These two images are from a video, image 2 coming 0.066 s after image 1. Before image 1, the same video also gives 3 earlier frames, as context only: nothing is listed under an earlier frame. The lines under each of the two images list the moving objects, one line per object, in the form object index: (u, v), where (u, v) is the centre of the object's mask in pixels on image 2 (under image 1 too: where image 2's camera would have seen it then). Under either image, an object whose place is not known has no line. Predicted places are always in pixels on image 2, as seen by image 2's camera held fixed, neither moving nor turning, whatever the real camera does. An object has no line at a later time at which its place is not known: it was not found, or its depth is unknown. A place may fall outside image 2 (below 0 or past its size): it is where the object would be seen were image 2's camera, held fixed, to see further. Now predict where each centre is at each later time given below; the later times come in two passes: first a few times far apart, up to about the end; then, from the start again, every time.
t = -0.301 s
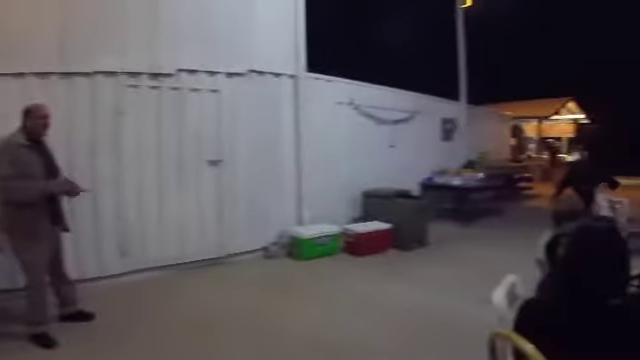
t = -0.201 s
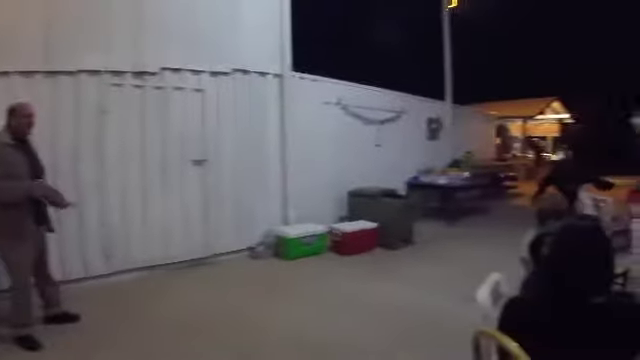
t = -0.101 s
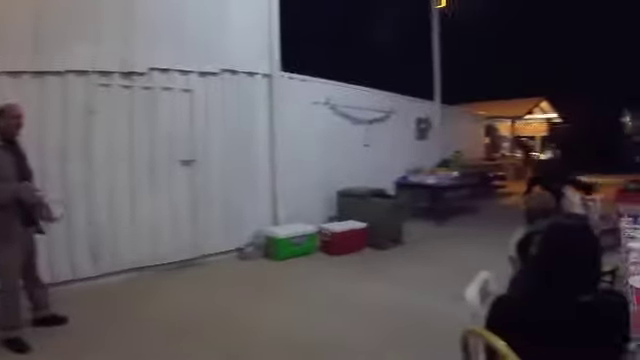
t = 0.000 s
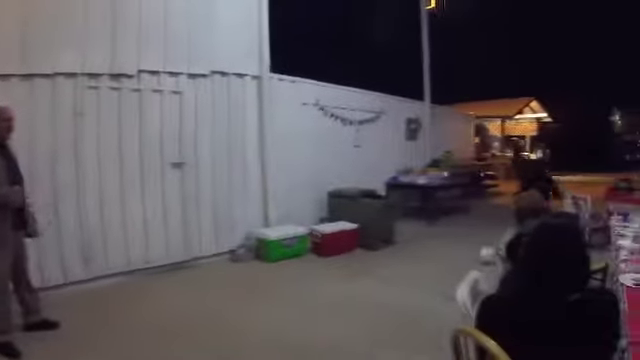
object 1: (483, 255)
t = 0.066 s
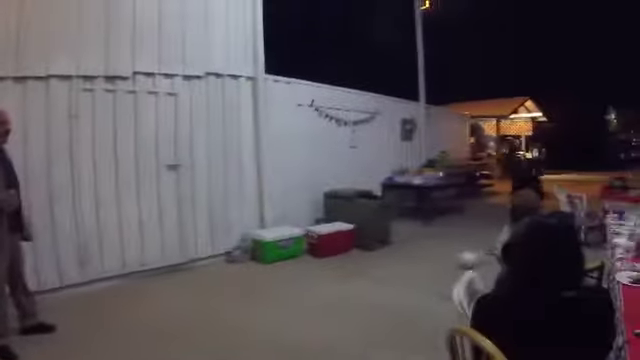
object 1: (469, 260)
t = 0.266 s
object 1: (429, 272)
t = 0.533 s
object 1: (375, 286)
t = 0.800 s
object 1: (309, 303)
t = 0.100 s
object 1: (463, 261)
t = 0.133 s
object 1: (457, 264)
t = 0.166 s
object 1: (449, 266)
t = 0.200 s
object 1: (445, 268)
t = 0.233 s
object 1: (439, 269)
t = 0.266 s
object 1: (429, 272)
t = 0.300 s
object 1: (422, 274)
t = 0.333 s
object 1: (417, 275)
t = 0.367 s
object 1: (410, 277)
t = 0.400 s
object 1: (404, 279)
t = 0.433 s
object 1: (397, 281)
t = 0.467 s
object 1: (391, 283)
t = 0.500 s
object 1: (382, 284)
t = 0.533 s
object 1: (375, 286)
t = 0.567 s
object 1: (368, 288)
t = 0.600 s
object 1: (360, 291)
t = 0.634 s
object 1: (353, 292)
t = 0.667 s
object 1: (344, 294)
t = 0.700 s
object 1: (335, 297)
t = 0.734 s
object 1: (327, 299)
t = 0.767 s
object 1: (318, 301)
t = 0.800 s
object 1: (309, 303)
